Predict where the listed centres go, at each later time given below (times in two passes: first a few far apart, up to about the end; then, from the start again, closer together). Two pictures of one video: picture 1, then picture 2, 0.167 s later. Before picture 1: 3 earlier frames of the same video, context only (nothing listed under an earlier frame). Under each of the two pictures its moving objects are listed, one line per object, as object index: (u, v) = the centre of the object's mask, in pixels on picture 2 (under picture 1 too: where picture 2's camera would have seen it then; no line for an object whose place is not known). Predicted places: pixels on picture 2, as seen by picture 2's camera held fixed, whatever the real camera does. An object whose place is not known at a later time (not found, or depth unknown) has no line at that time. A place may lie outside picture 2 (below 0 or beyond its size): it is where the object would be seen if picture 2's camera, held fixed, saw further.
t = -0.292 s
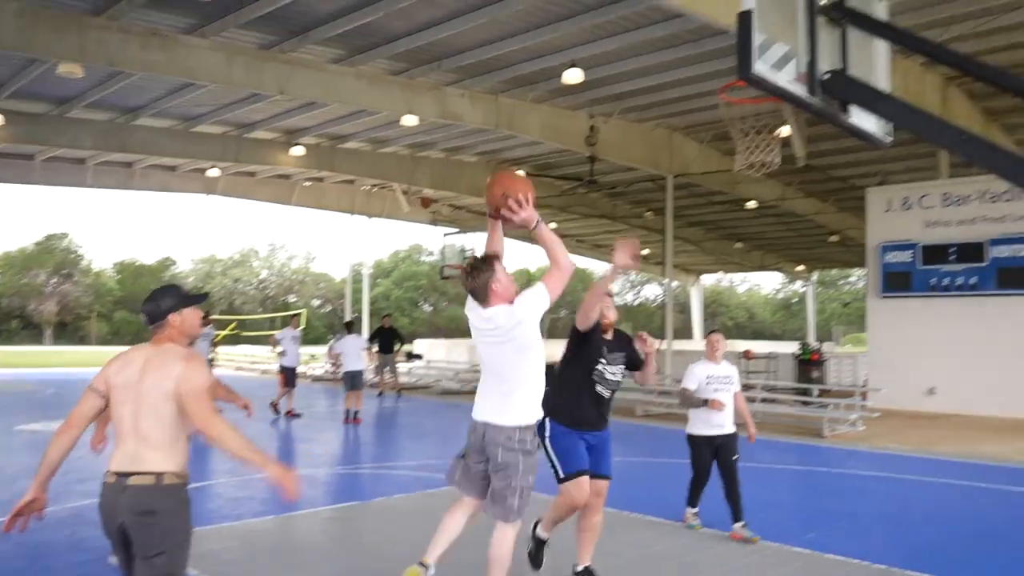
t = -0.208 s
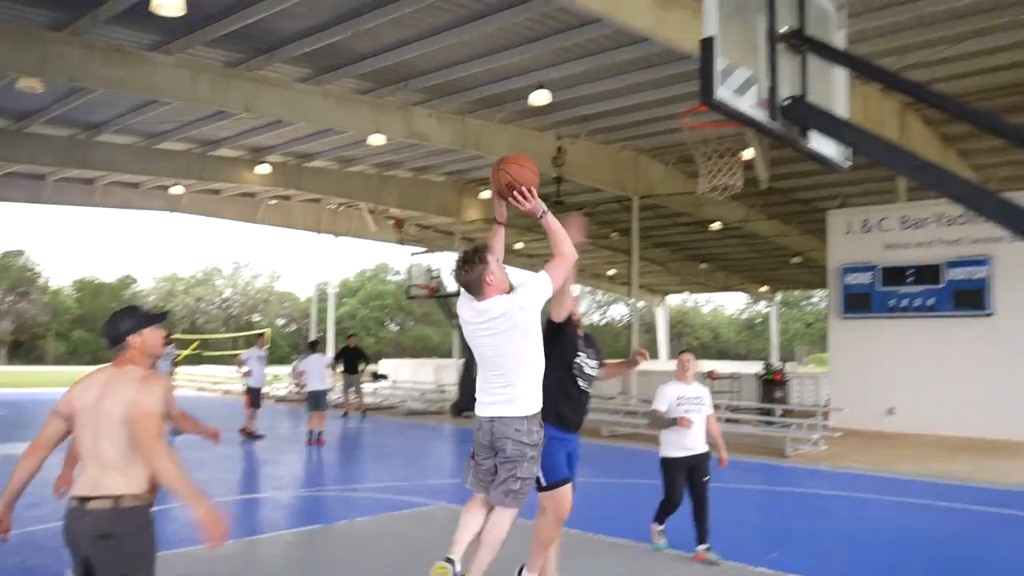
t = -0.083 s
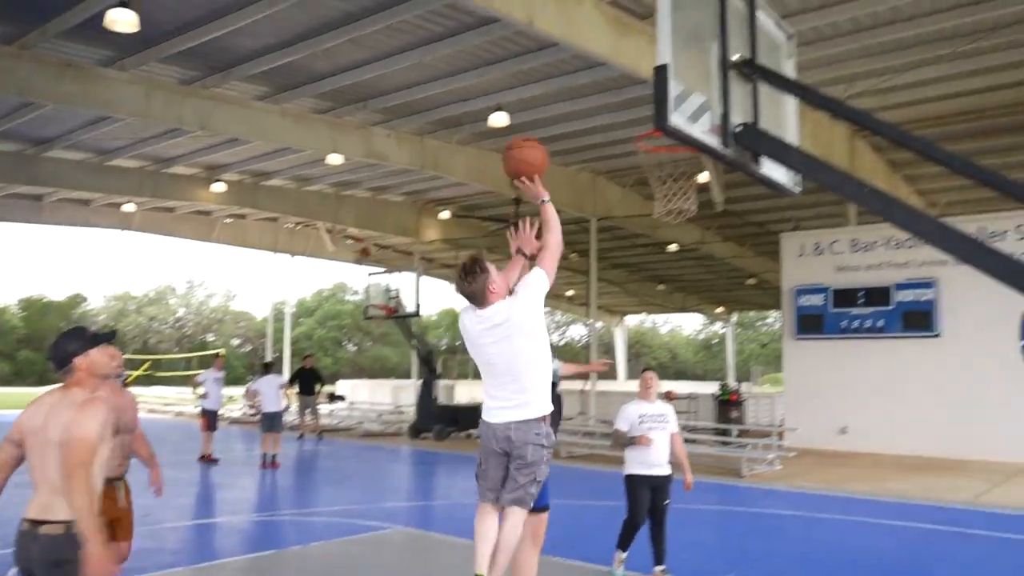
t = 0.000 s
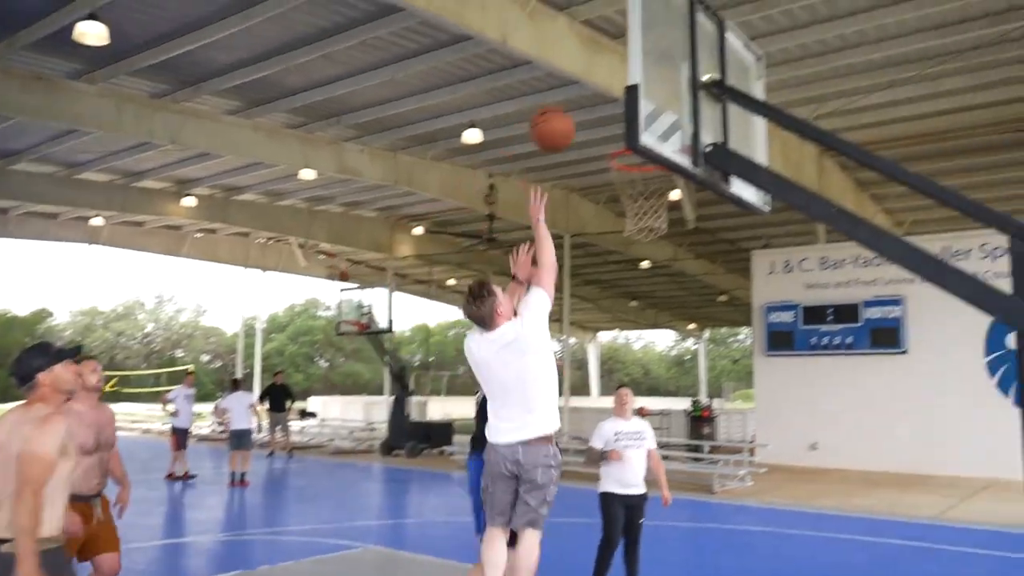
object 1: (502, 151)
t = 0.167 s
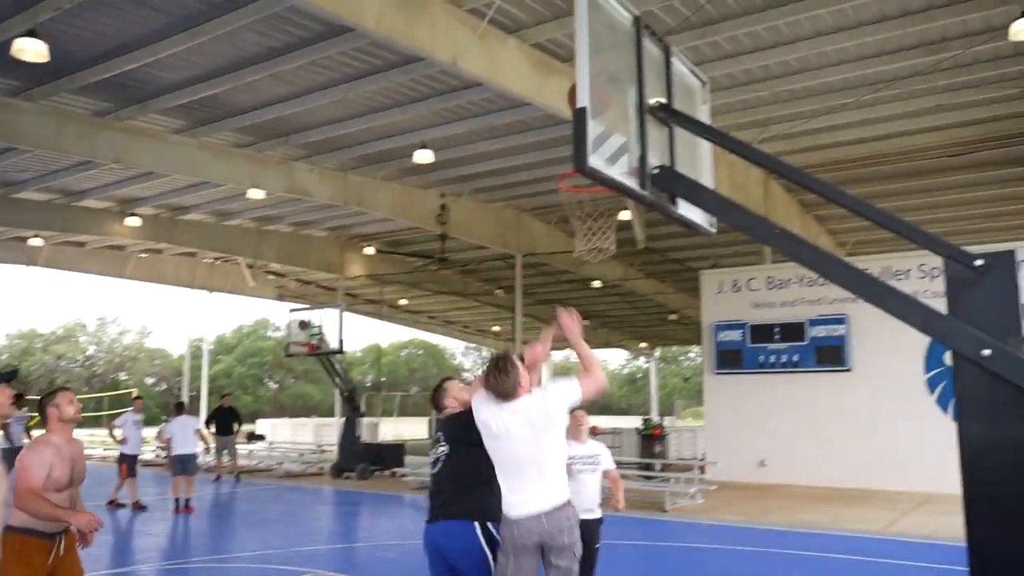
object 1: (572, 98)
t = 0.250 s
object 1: (567, 105)
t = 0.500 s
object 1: (542, 191)
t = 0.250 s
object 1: (567, 105)
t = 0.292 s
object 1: (563, 116)
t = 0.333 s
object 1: (560, 126)
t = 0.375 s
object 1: (556, 141)
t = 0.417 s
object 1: (553, 154)
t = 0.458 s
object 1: (545, 175)
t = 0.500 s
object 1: (542, 191)
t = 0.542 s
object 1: (536, 214)
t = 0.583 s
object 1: (532, 233)
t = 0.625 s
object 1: (527, 262)
